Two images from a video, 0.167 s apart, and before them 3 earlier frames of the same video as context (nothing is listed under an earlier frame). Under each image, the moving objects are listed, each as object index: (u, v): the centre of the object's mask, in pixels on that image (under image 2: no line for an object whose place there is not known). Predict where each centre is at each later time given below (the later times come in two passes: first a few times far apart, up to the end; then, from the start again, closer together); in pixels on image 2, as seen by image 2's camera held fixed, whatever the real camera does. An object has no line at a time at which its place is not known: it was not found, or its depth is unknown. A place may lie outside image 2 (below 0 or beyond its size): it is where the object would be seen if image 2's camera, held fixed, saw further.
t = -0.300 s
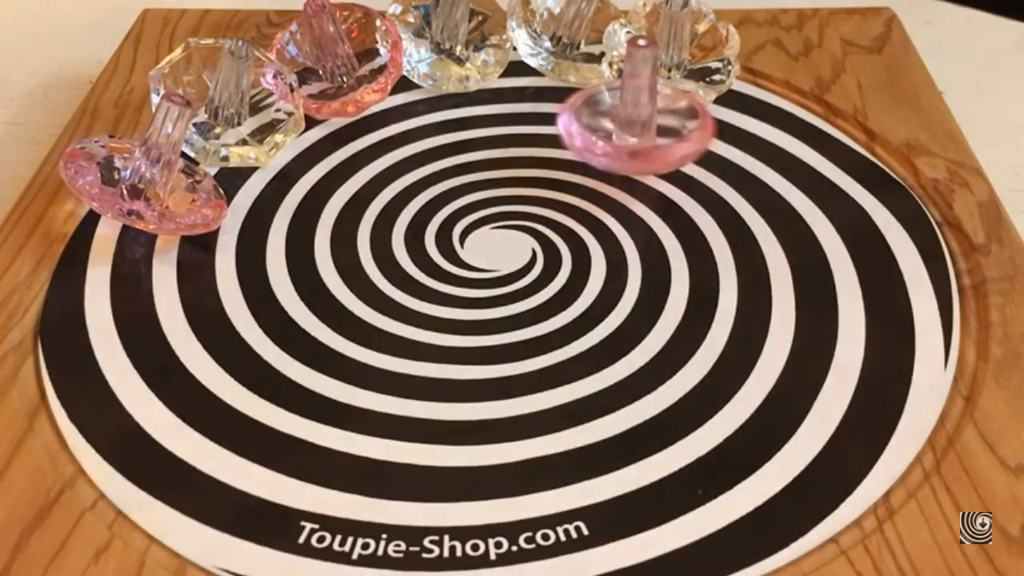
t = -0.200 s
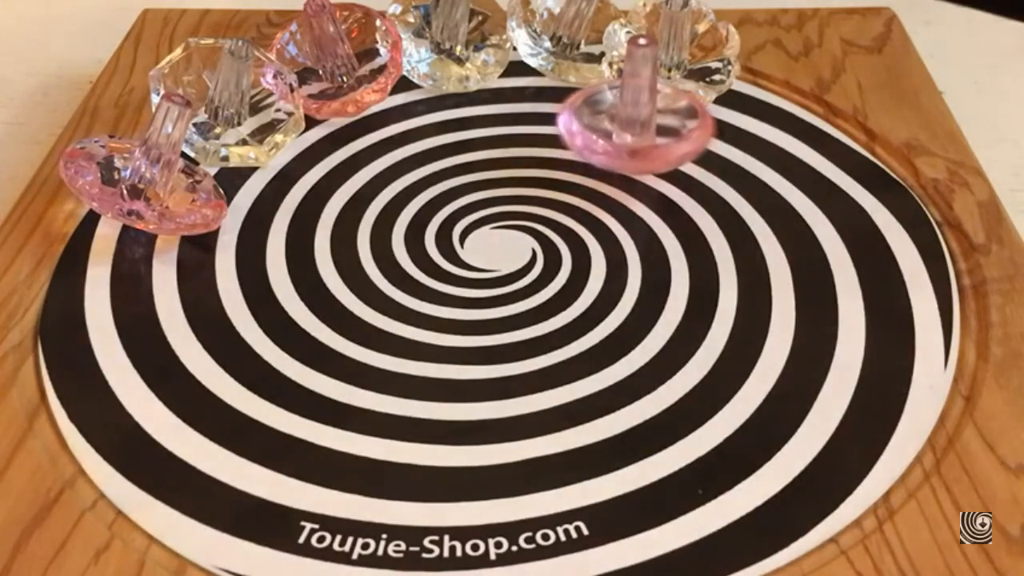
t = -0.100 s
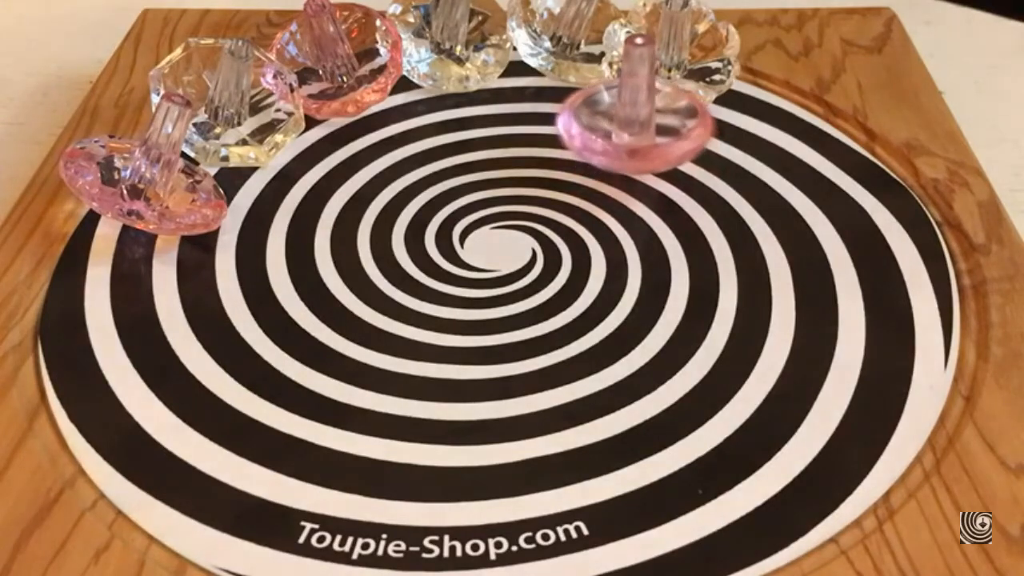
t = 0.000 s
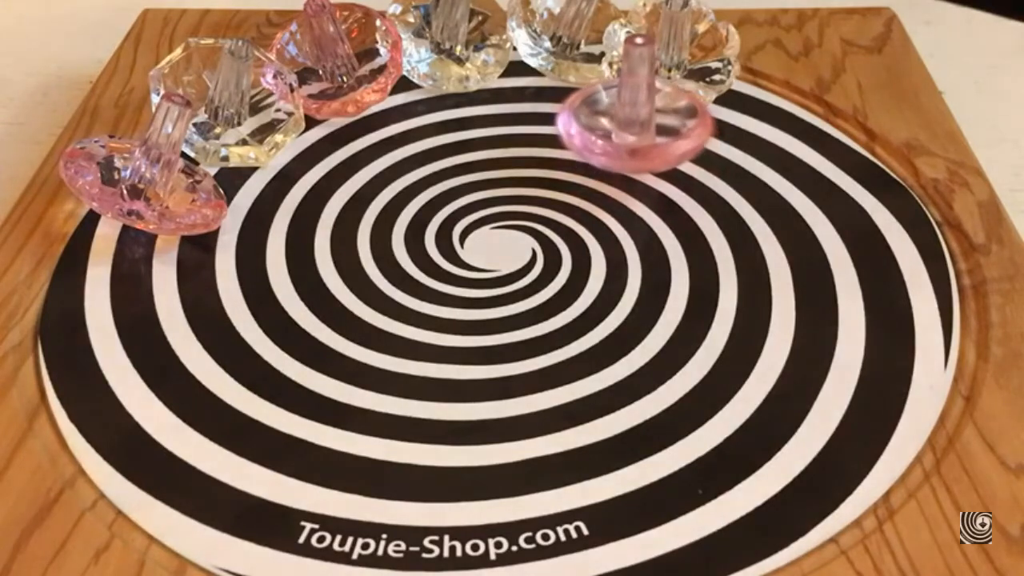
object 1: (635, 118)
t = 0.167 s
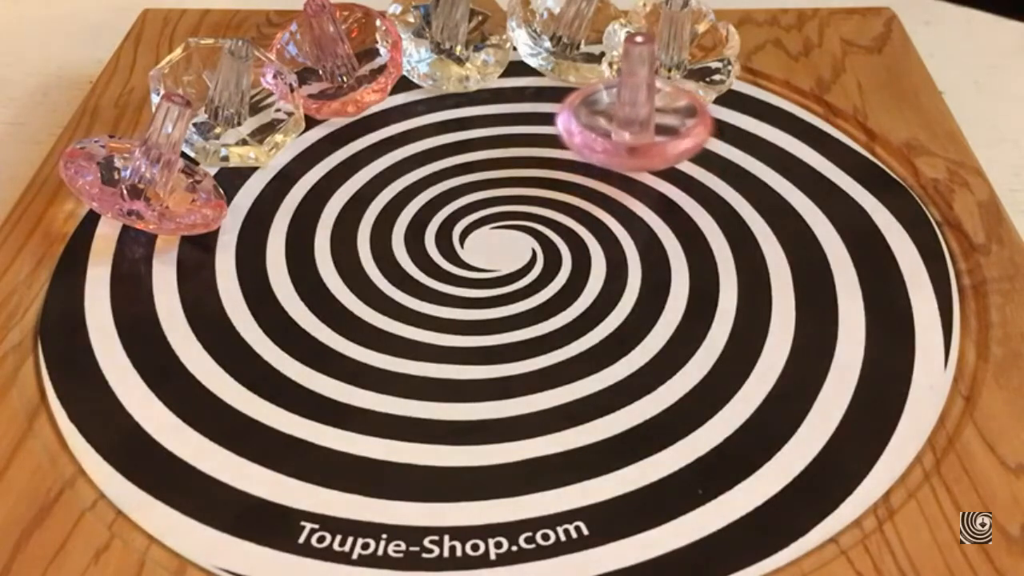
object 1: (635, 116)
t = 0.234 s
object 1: (635, 116)
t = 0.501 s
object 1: (633, 115)
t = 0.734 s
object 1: (633, 114)
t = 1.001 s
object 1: (633, 112)
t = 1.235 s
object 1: (632, 112)
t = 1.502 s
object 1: (631, 111)
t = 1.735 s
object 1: (630, 110)
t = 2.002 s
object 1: (629, 109)
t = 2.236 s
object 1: (627, 108)
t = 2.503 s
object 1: (627, 107)
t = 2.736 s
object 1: (627, 106)
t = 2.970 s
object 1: (626, 106)
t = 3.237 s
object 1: (560, 119)
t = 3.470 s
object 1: (459, 196)
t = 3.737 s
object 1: (526, 222)
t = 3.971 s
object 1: (509, 182)
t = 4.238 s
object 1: (484, 205)
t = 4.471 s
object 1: (484, 200)
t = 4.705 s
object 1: (484, 204)
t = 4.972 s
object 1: (484, 204)
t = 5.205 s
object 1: (484, 204)
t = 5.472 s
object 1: (484, 204)
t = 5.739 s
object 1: (484, 204)
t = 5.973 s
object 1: (484, 204)
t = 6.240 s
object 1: (484, 204)
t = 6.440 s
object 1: (484, 204)
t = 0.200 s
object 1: (635, 116)
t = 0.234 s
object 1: (635, 116)
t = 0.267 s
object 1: (634, 116)
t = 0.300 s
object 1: (634, 116)
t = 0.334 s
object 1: (634, 116)
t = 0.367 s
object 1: (634, 116)
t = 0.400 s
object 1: (634, 116)
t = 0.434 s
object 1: (634, 115)
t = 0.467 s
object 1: (634, 115)
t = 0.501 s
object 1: (633, 115)
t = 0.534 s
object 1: (633, 115)
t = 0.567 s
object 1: (633, 115)
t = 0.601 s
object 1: (633, 115)
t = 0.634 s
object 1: (633, 115)
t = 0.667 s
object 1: (633, 114)
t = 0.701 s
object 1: (633, 114)
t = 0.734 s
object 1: (633, 114)
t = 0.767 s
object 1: (633, 114)
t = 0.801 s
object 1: (633, 114)
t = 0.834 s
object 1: (633, 113)
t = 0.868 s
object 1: (633, 113)
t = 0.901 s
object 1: (632, 113)
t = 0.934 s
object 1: (633, 113)
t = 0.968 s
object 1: (632, 112)
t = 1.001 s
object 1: (633, 112)
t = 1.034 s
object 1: (633, 112)
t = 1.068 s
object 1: (632, 112)
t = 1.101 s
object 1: (632, 112)
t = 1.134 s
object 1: (632, 112)
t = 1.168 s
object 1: (632, 112)
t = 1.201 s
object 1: (632, 111)
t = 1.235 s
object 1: (632, 112)
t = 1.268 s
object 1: (632, 111)
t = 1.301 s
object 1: (632, 111)
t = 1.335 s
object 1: (631, 111)
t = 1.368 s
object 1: (631, 111)
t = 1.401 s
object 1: (631, 111)
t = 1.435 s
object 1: (630, 110)
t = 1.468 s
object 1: (631, 110)
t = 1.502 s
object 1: (631, 111)
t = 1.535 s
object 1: (631, 110)
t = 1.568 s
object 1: (631, 110)
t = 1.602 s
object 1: (631, 110)
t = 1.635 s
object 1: (631, 110)
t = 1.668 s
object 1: (630, 110)
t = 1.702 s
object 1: (630, 110)
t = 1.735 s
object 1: (630, 110)
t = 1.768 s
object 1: (630, 109)
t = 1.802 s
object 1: (630, 109)
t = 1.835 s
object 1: (630, 109)
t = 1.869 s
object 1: (629, 109)
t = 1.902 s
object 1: (629, 109)
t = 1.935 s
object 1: (629, 109)
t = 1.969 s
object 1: (629, 109)
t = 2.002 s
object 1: (629, 109)
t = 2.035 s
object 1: (628, 109)
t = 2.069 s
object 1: (628, 108)
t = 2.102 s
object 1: (628, 108)
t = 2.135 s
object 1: (628, 108)
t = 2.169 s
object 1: (628, 108)
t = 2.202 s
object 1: (627, 108)
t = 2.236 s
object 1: (627, 108)
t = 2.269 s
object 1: (627, 107)
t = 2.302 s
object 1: (627, 107)
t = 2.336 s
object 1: (627, 107)
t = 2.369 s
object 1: (627, 107)
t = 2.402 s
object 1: (627, 107)
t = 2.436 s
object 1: (627, 107)
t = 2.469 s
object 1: (627, 107)
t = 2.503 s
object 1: (627, 107)
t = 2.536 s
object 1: (626, 106)
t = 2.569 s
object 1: (626, 106)
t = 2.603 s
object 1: (626, 106)
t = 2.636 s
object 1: (627, 106)
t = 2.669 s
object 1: (627, 106)
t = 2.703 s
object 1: (627, 106)
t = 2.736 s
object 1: (627, 106)
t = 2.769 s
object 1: (627, 106)
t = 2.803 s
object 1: (627, 106)
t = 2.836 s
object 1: (626, 106)
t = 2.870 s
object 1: (626, 106)
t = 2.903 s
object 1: (627, 106)
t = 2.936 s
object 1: (626, 106)
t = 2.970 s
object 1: (626, 106)
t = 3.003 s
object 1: (626, 105)
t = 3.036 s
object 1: (625, 106)
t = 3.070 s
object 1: (623, 104)
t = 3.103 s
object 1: (622, 105)
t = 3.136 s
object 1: (614, 105)
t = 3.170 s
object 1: (604, 109)
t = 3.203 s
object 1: (585, 111)
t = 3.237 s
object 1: (560, 119)
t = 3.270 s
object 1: (536, 130)
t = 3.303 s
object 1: (514, 138)
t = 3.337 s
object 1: (494, 150)
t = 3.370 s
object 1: (478, 160)
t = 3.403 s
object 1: (468, 172)
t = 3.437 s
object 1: (462, 184)
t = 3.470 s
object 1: (459, 196)
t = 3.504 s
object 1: (461, 205)
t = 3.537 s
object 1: (465, 213)
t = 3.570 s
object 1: (472, 218)
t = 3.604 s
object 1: (481, 222)
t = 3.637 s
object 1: (492, 226)
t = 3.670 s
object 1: (503, 228)
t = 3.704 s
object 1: (515, 227)
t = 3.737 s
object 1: (526, 222)
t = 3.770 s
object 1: (538, 214)
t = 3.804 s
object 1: (545, 204)
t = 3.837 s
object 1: (545, 194)
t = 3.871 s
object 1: (538, 187)
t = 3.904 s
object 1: (530, 182)
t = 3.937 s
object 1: (520, 182)
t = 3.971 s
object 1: (509, 182)
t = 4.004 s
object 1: (499, 183)
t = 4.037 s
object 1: (493, 186)
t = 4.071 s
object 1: (489, 189)
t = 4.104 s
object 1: (486, 191)
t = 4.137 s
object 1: (484, 193)
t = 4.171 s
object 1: (483, 196)
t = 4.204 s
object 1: (483, 200)
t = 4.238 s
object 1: (484, 205)
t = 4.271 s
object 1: (486, 207)
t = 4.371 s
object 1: (485, 205)
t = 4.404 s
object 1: (484, 202)
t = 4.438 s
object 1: (484, 200)
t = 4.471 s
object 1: (484, 200)
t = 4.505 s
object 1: (484, 201)
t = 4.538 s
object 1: (484, 203)
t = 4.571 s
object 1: (485, 205)
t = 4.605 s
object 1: (484, 204)
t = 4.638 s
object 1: (484, 202)
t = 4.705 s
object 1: (484, 204)
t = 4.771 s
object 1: (484, 203)
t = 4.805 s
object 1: (484, 203)
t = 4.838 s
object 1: (484, 204)
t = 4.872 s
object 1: (484, 203)
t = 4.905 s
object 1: (484, 204)
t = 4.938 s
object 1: (484, 204)
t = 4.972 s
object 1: (484, 204)
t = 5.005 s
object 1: (484, 204)
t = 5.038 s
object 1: (484, 204)
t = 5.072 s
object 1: (484, 204)
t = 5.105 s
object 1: (484, 204)
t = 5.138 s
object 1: (484, 204)
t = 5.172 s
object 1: (484, 204)
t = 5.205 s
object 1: (484, 204)
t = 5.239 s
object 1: (484, 204)
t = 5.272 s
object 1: (484, 204)
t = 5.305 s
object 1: (484, 204)
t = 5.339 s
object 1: (484, 204)
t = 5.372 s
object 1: (484, 204)
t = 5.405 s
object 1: (484, 204)
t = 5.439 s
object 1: (484, 204)
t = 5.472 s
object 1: (484, 204)
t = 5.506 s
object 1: (484, 204)
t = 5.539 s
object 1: (484, 204)
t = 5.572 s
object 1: (484, 204)
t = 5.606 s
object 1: (484, 204)
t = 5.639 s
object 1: (484, 204)
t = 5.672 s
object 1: (484, 204)
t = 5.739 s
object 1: (484, 204)
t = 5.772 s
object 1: (484, 204)
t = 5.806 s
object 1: (484, 204)
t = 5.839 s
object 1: (484, 204)
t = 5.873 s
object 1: (484, 204)
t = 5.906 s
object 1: (484, 204)
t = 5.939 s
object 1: (484, 204)
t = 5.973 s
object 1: (484, 204)
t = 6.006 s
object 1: (484, 204)
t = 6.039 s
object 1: (484, 204)
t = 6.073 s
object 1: (484, 204)
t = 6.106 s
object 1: (484, 204)
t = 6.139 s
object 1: (484, 204)
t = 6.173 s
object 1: (484, 204)
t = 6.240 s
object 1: (484, 204)
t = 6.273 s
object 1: (484, 204)
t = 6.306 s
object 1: (484, 204)
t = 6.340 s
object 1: (484, 204)
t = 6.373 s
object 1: (484, 204)
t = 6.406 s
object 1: (484, 204)
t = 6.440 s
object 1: (484, 204)
